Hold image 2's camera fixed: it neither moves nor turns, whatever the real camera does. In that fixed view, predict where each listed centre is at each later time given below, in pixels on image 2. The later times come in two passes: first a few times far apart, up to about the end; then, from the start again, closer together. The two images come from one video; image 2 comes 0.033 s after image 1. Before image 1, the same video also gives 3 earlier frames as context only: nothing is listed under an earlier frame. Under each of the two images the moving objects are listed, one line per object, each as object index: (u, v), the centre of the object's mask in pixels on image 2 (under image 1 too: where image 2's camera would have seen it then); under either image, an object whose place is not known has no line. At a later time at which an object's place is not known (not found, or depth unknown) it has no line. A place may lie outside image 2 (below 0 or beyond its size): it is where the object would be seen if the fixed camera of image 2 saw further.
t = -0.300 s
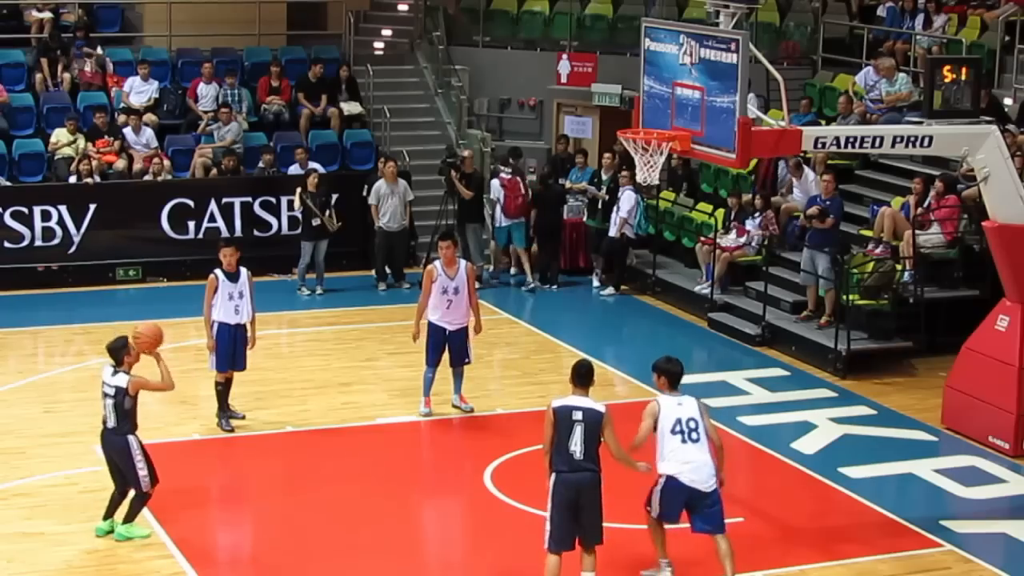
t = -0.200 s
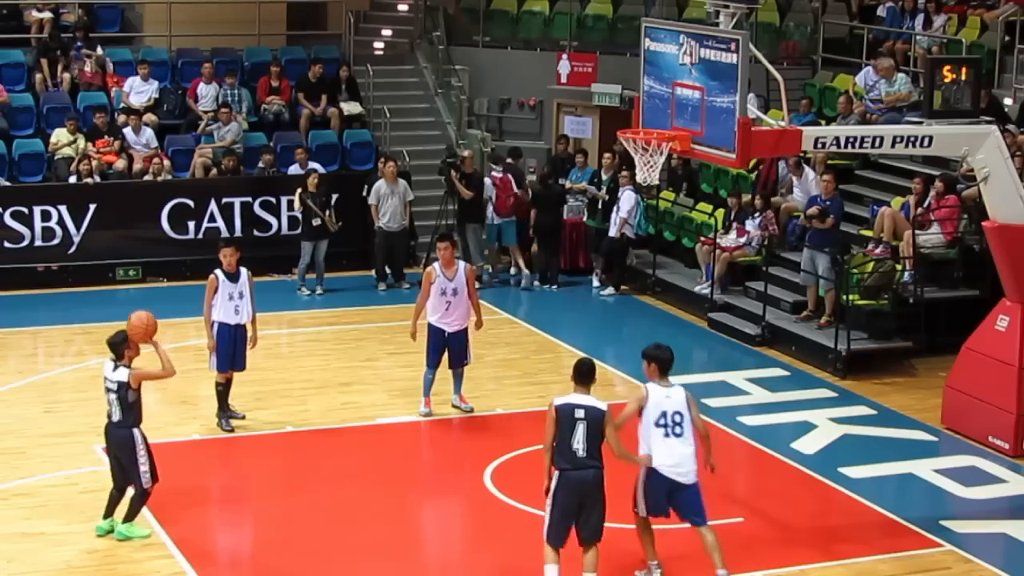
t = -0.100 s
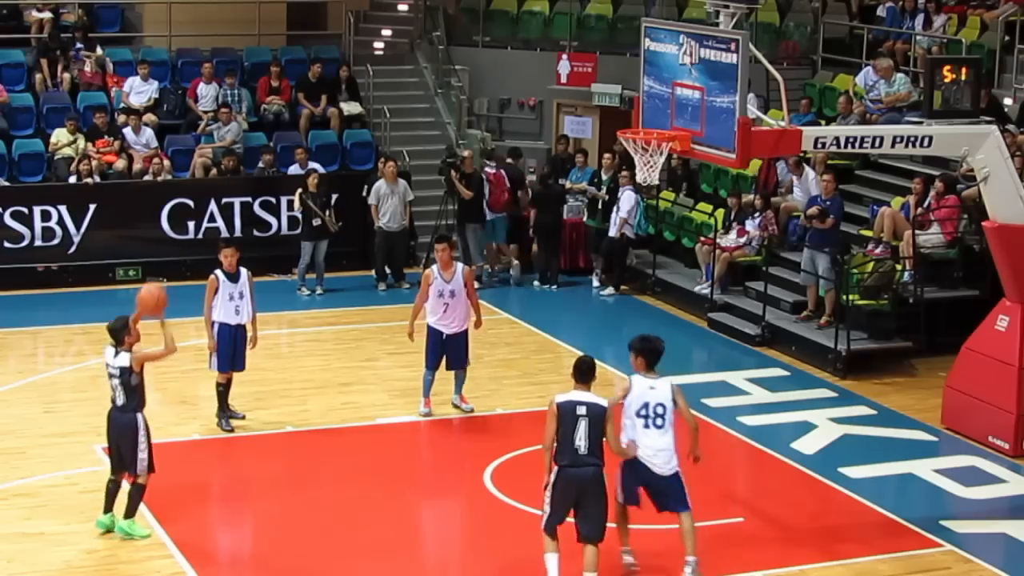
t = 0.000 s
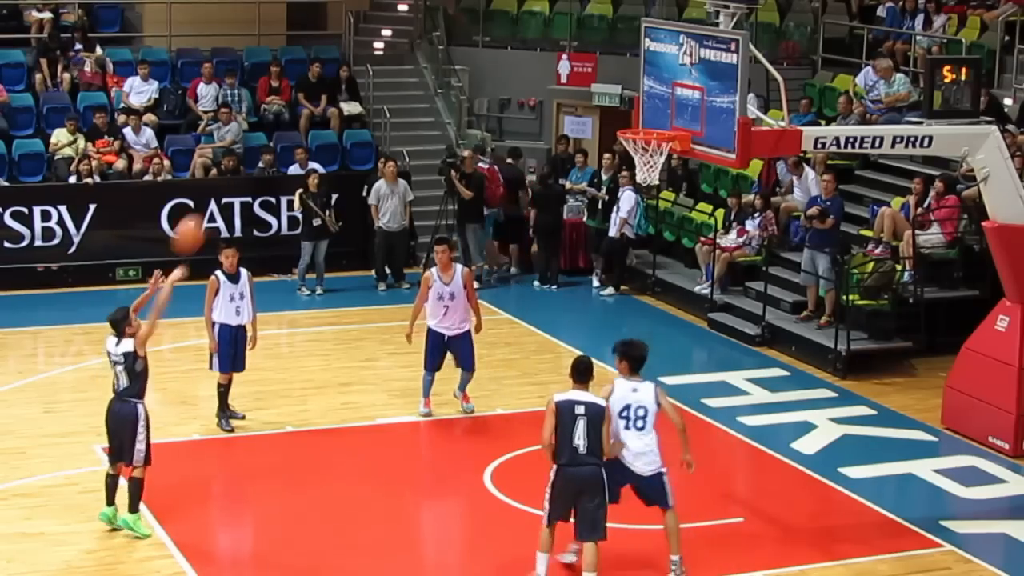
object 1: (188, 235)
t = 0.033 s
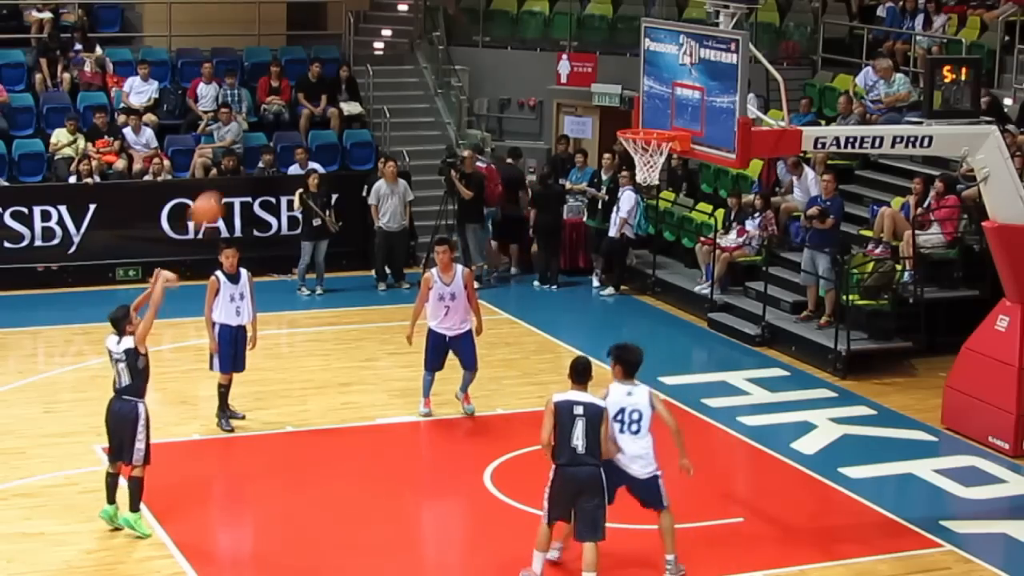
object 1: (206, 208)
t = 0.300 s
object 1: (343, 75)
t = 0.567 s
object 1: (473, 31)
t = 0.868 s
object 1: (606, 83)
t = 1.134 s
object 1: (669, 106)
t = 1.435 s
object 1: (618, 91)
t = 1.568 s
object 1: (595, 116)
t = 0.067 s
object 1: (224, 188)
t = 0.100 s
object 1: (240, 169)
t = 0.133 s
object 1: (258, 149)
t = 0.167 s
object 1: (276, 131)
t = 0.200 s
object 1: (293, 116)
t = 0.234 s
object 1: (310, 100)
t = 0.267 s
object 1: (326, 88)
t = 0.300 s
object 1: (343, 75)
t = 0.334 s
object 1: (360, 64)
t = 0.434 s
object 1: (409, 42)
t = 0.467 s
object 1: (425, 37)
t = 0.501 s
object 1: (442, 33)
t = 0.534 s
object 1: (457, 31)
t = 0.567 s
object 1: (473, 31)
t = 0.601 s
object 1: (488, 32)
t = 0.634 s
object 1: (504, 33)
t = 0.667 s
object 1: (519, 36)
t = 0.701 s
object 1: (534, 41)
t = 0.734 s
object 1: (548, 47)
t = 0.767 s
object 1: (562, 54)
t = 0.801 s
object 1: (577, 62)
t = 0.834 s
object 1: (592, 72)
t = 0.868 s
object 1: (606, 83)
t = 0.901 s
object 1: (621, 97)
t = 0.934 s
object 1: (633, 110)
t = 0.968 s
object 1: (649, 123)
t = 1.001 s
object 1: (654, 123)
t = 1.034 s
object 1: (660, 121)
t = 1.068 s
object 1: (665, 120)
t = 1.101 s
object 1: (667, 112)
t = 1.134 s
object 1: (669, 106)
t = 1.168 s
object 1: (666, 100)
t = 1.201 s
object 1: (660, 94)
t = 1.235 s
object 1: (653, 90)
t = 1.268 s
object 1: (648, 87)
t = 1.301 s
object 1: (642, 85)
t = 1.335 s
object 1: (636, 85)
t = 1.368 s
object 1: (629, 86)
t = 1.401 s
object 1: (624, 87)
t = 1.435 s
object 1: (618, 91)
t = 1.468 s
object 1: (613, 96)
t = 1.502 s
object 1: (606, 102)
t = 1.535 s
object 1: (600, 109)
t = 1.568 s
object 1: (595, 116)
